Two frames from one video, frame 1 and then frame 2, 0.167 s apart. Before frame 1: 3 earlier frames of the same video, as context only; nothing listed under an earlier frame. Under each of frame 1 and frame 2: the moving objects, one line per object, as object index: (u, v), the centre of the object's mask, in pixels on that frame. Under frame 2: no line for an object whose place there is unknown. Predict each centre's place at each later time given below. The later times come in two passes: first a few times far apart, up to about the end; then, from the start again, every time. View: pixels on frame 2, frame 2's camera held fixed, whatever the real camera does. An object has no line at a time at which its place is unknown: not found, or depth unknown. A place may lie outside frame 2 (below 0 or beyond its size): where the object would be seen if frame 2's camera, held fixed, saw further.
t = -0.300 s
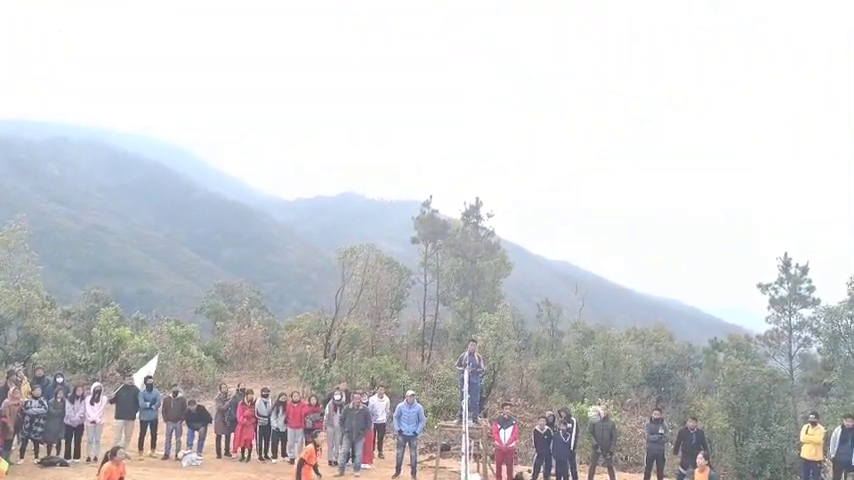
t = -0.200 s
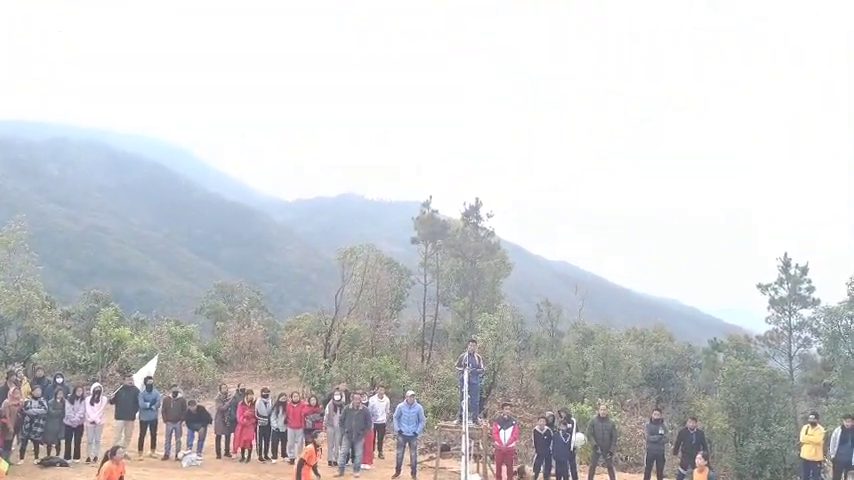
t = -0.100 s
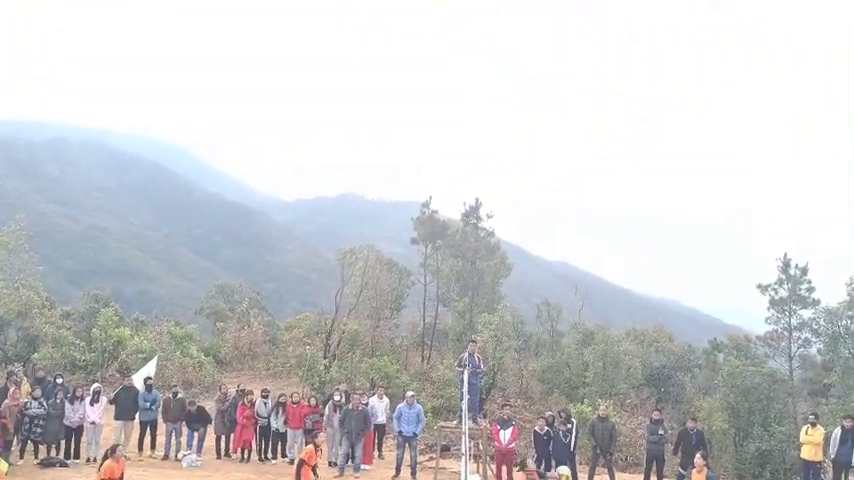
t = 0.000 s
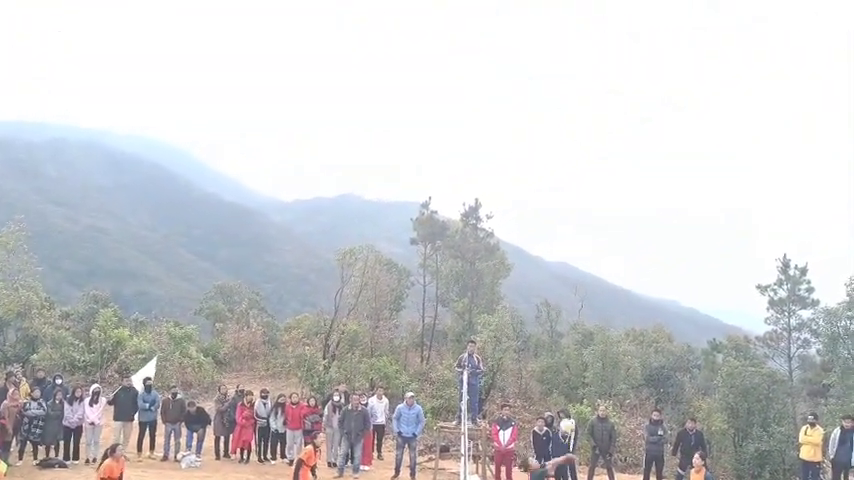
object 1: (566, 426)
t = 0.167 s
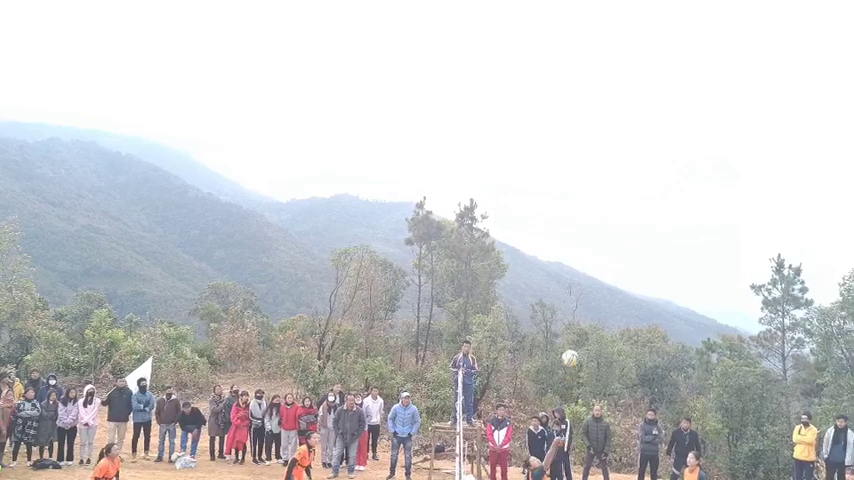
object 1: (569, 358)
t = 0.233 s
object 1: (573, 336)
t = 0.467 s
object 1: (582, 278)
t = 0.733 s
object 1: (595, 262)
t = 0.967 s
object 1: (605, 297)
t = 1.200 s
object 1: (617, 393)
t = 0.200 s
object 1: (571, 346)
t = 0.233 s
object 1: (573, 336)
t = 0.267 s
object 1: (574, 325)
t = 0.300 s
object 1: (576, 316)
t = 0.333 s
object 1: (578, 306)
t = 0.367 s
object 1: (579, 298)
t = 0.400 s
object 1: (580, 290)
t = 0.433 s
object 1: (580, 283)
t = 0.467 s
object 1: (582, 278)
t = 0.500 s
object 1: (584, 274)
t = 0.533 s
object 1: (586, 270)
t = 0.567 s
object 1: (588, 267)
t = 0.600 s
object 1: (589, 265)
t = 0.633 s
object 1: (591, 263)
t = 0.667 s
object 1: (591, 261)
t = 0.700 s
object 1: (593, 261)
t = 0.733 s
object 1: (595, 262)
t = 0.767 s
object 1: (596, 265)
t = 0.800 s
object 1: (597, 268)
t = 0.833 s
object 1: (599, 272)
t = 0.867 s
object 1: (601, 278)
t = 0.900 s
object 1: (602, 283)
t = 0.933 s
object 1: (603, 289)
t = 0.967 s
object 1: (605, 297)
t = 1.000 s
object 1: (607, 307)
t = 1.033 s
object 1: (608, 317)
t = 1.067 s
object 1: (611, 329)
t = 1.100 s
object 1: (612, 342)
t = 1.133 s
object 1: (614, 359)
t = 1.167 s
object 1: (616, 376)
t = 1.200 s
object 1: (617, 393)
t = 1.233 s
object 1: (619, 412)
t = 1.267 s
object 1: (621, 434)
